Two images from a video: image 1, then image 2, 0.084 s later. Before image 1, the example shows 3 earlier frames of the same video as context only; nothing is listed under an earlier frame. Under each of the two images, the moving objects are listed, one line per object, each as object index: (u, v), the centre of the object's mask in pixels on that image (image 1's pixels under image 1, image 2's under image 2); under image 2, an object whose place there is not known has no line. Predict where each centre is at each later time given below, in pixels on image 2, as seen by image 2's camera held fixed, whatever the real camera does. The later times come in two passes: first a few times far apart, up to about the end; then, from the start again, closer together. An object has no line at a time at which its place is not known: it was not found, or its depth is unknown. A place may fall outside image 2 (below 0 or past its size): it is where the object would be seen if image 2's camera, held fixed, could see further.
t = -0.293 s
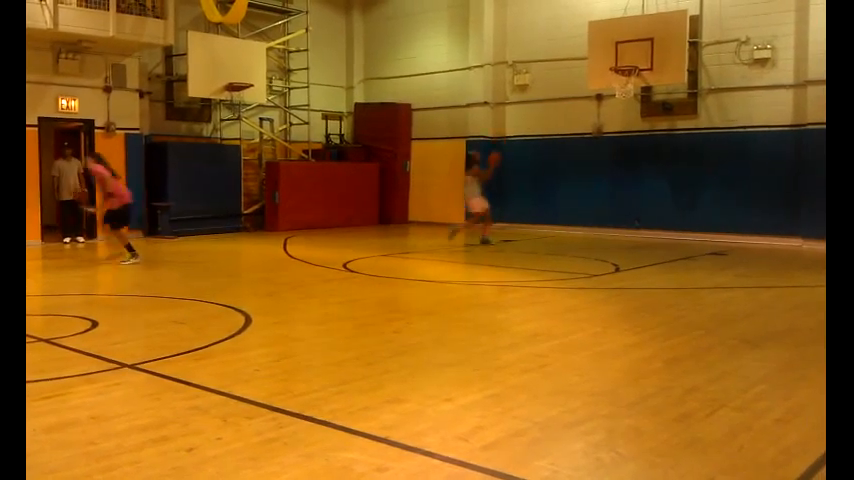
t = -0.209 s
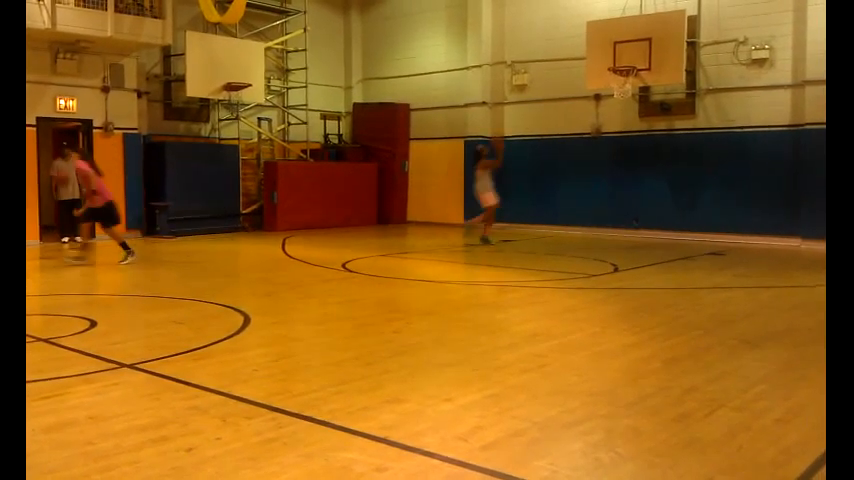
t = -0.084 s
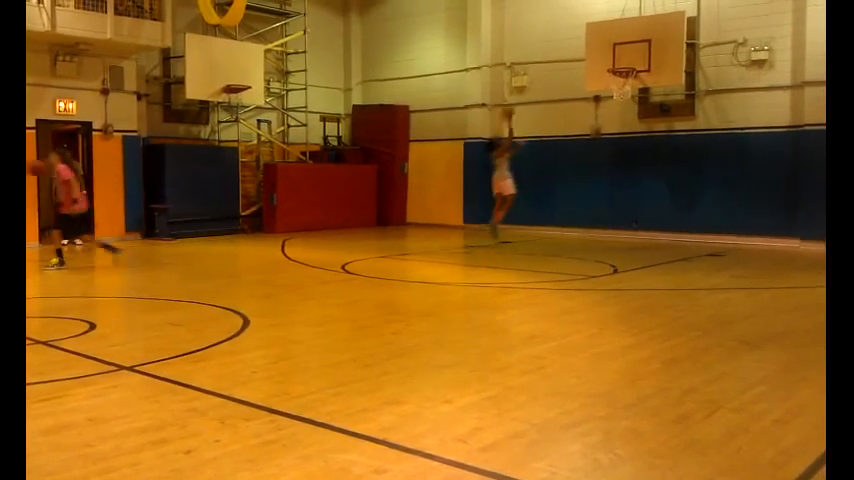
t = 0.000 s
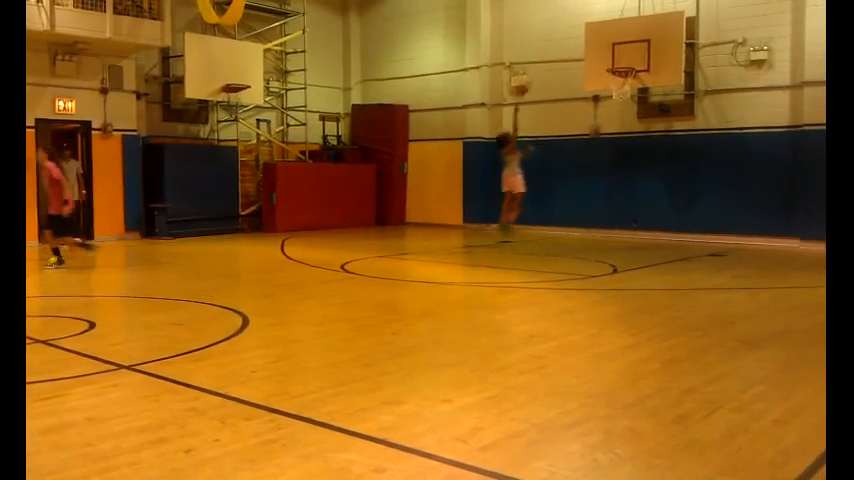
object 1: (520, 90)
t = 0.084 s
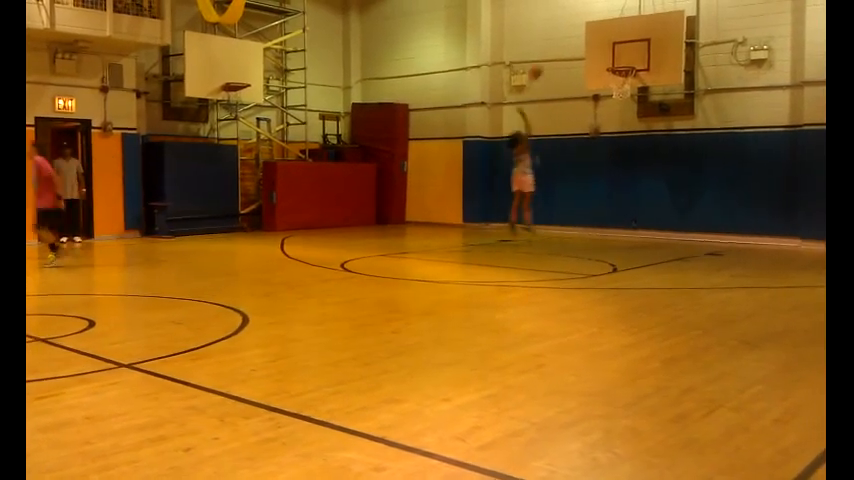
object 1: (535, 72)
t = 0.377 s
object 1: (585, 44)
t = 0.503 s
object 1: (603, 47)
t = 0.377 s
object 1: (585, 44)
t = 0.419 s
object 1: (591, 44)
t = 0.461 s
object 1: (599, 46)
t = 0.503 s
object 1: (603, 47)
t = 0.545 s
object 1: (611, 51)
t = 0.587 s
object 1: (619, 55)
